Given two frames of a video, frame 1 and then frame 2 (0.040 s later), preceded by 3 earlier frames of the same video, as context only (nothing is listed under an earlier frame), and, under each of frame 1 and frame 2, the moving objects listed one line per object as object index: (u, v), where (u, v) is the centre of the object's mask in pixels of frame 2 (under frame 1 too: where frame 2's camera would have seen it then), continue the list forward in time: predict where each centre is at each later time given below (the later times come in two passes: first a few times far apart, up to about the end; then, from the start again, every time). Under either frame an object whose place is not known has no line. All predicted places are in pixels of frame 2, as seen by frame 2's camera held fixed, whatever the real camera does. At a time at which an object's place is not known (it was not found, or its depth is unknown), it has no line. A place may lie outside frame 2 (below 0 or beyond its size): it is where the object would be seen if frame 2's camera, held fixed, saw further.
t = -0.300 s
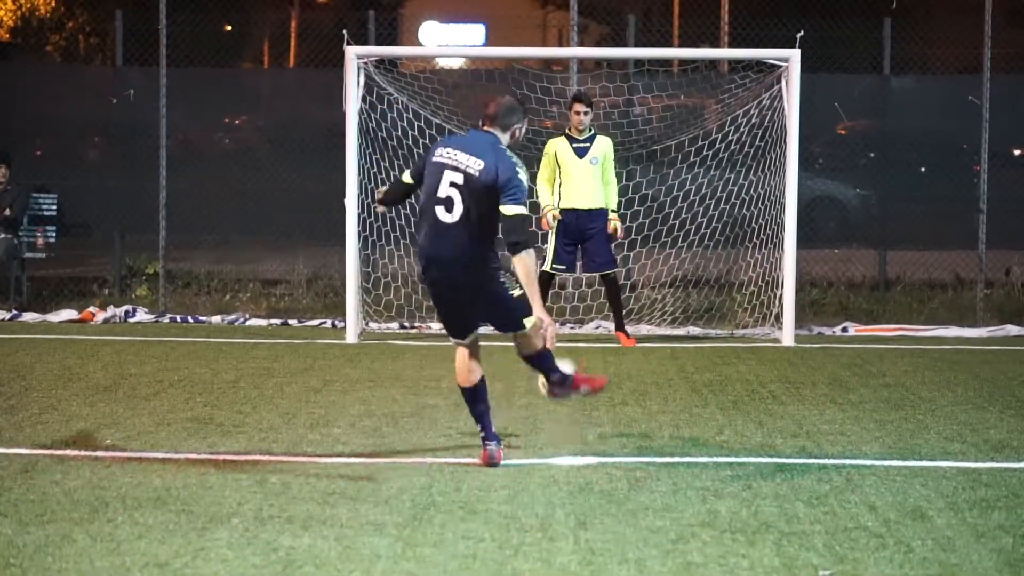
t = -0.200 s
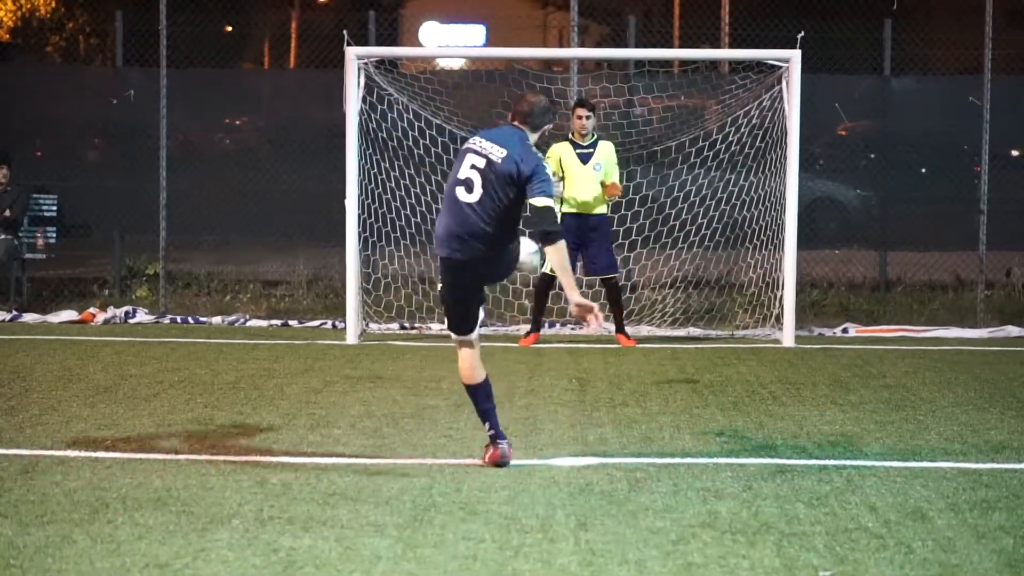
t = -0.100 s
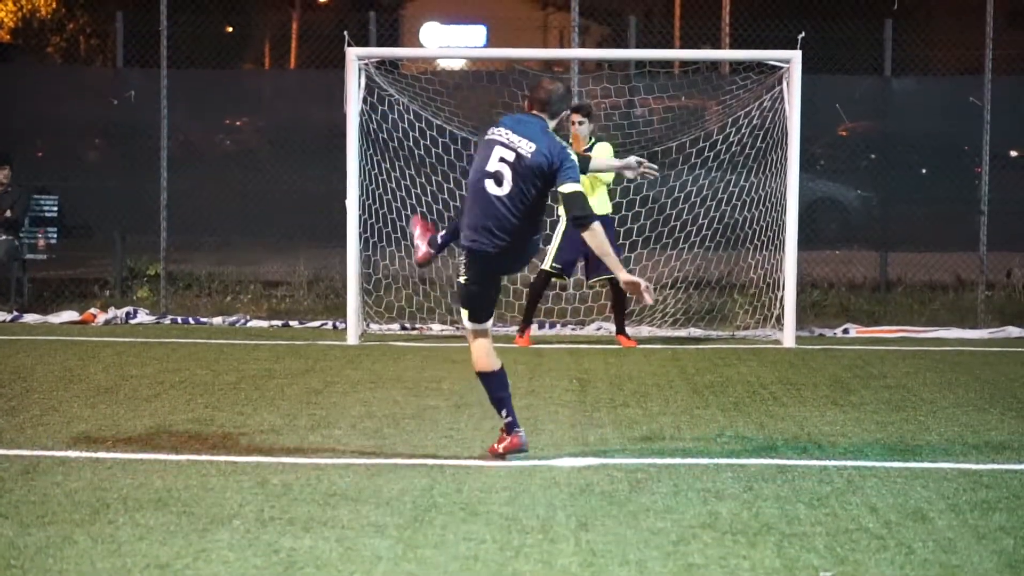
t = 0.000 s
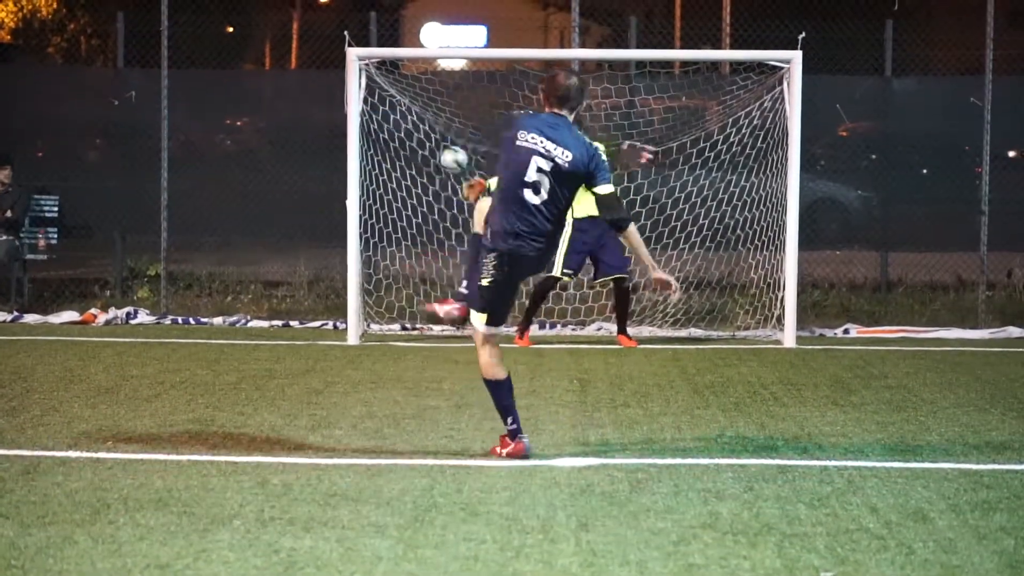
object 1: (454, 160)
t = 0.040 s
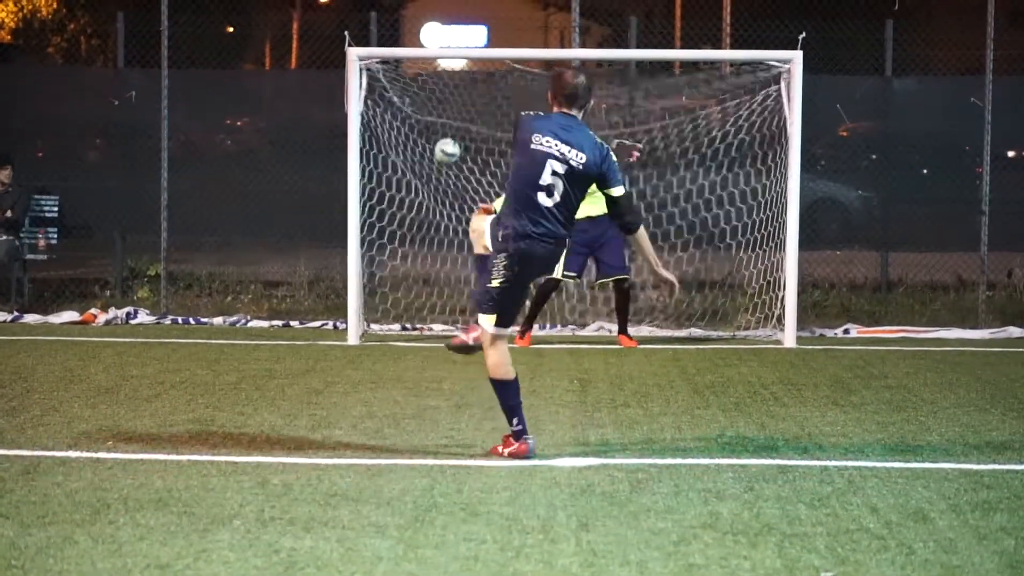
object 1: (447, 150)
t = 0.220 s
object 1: (435, 163)
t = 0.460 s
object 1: (432, 270)
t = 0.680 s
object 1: (439, 293)
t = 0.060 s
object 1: (443, 143)
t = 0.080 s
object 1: (441, 140)
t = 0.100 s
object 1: (440, 141)
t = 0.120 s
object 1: (438, 144)
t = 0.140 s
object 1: (437, 147)
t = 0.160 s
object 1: (436, 150)
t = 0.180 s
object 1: (435, 154)
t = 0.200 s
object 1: (435, 159)
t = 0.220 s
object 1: (435, 163)
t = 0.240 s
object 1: (434, 168)
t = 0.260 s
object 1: (434, 176)
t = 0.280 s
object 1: (433, 182)
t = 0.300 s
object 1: (433, 190)
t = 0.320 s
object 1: (433, 198)
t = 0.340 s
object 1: (433, 207)
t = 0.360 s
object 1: (433, 215)
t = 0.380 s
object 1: (433, 226)
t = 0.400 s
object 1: (433, 236)
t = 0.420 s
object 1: (432, 246)
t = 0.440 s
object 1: (432, 257)
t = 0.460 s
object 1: (432, 270)
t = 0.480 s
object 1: (429, 282)
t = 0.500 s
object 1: (429, 295)
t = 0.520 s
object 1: (429, 309)
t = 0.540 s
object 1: (431, 323)
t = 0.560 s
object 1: (431, 320)
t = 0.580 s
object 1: (432, 313)
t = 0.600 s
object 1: (434, 309)
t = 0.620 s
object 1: (436, 305)
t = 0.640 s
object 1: (437, 300)
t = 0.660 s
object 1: (438, 298)
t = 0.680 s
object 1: (439, 293)
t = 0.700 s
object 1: (441, 289)
